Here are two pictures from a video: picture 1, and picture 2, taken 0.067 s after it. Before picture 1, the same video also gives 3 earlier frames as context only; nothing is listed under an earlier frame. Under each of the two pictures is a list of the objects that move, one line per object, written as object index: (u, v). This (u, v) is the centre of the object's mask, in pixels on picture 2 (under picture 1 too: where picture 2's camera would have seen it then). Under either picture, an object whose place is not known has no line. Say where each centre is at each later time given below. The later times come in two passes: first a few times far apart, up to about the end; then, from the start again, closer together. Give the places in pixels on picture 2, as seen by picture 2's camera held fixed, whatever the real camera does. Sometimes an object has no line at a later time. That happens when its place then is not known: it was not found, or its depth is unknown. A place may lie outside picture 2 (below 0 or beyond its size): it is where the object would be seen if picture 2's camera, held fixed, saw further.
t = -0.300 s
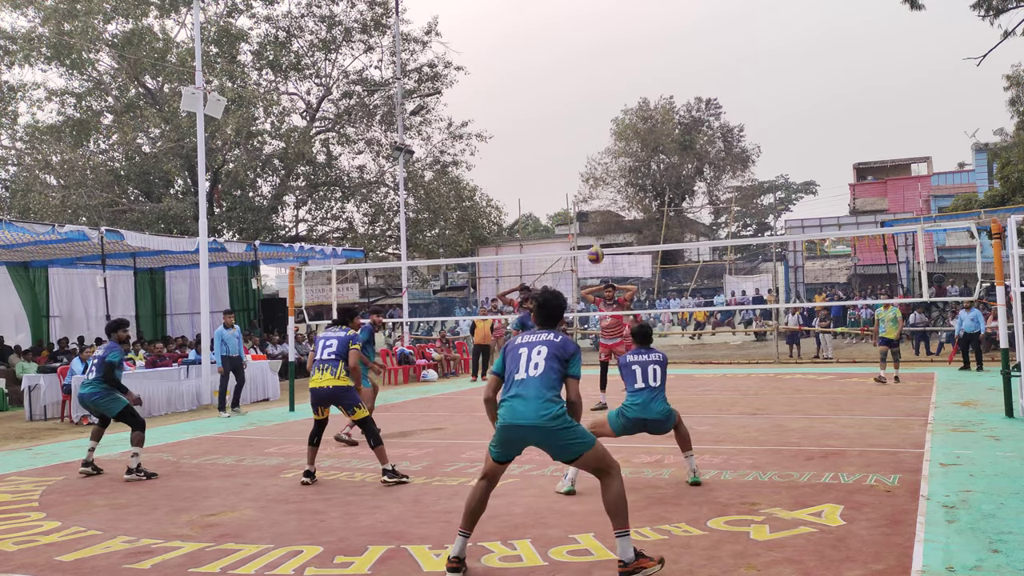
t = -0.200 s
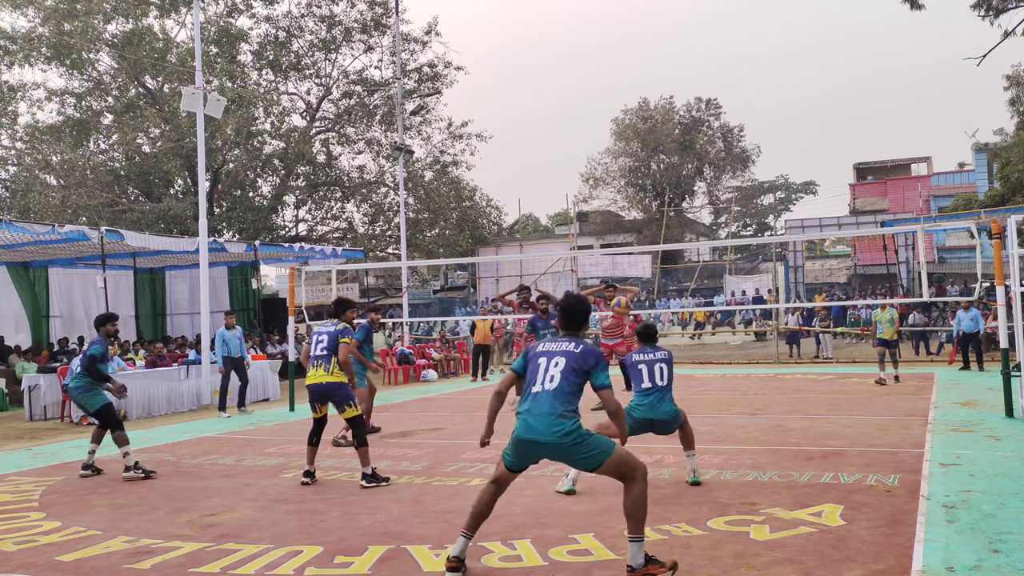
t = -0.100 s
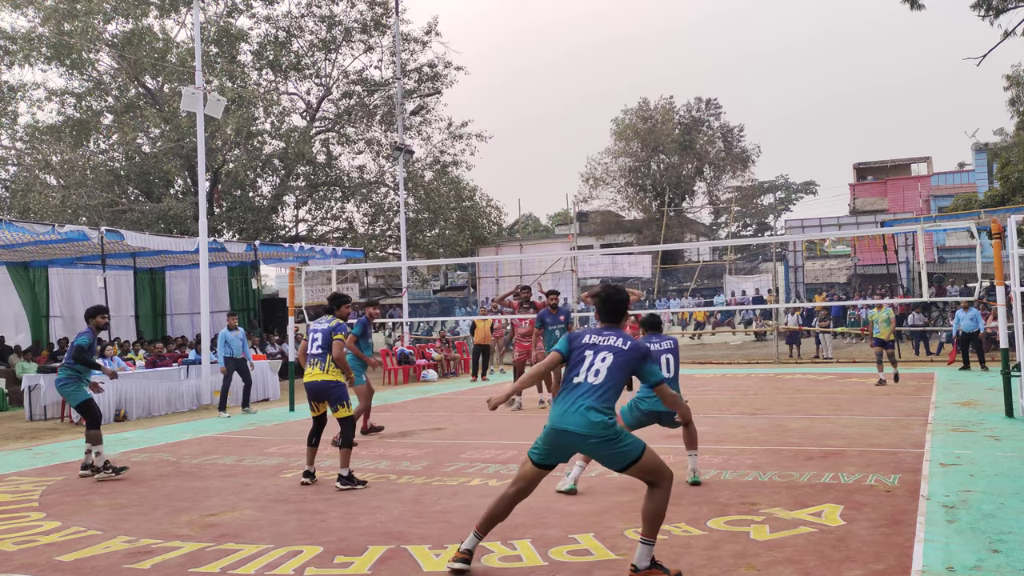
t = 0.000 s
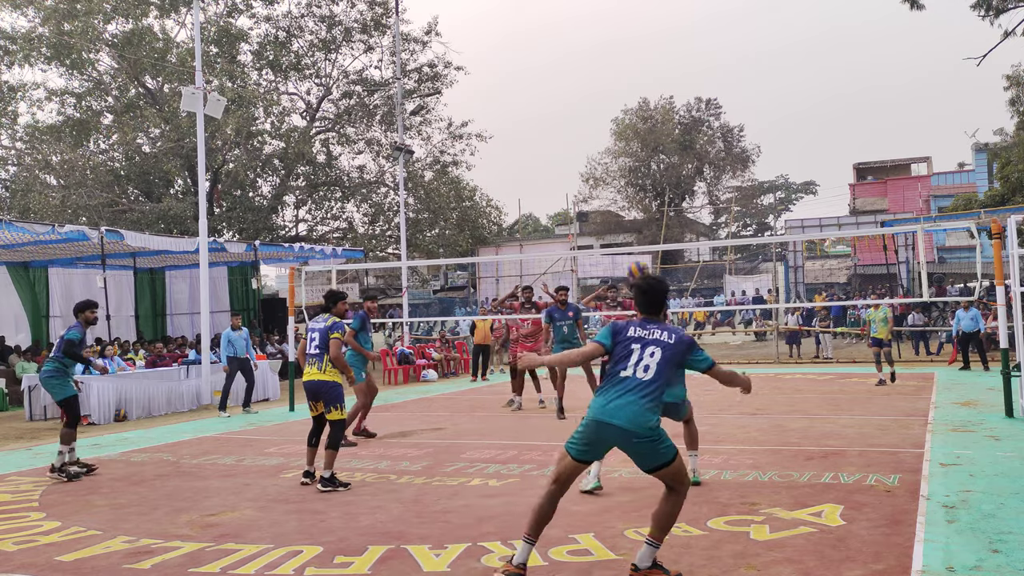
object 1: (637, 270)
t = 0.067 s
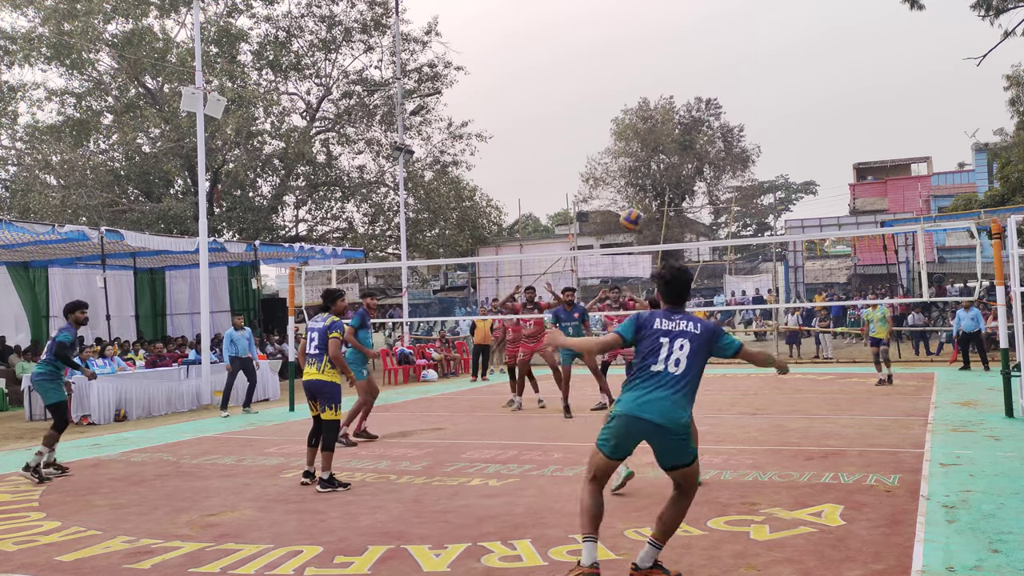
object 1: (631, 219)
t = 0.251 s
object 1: (616, 114)
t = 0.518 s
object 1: (603, 33)
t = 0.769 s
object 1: (596, 18)
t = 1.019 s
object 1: (592, 52)
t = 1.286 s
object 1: (590, 132)
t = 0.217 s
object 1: (618, 130)
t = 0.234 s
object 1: (617, 122)
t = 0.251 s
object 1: (616, 114)
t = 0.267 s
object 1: (616, 106)
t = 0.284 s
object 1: (615, 99)
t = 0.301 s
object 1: (614, 93)
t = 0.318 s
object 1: (613, 86)
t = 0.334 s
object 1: (612, 80)
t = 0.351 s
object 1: (611, 74)
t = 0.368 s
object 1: (610, 69)
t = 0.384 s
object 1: (609, 63)
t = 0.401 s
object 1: (608, 59)
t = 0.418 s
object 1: (608, 54)
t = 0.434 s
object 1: (607, 50)
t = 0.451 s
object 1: (606, 46)
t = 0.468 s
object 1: (605, 42)
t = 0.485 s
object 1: (604, 39)
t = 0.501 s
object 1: (604, 36)
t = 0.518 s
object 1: (603, 33)
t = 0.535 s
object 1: (603, 30)
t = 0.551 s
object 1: (602, 27)
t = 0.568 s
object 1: (601, 25)
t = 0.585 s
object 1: (601, 23)
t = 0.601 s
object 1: (600, 22)
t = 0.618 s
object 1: (600, 21)
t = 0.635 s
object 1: (600, 19)
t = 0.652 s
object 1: (599, 18)
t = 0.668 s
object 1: (599, 18)
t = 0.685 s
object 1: (598, 17)
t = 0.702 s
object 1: (598, 17)
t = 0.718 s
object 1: (597, 17)
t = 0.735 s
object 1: (597, 17)
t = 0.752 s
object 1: (596, 17)
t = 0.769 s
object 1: (596, 18)
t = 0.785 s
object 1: (596, 19)
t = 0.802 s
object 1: (595, 20)
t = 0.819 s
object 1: (595, 21)
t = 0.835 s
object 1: (595, 23)
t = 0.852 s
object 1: (594, 25)
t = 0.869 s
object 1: (594, 27)
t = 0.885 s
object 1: (594, 29)
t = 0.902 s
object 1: (593, 31)
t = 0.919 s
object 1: (593, 33)
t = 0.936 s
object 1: (593, 35)
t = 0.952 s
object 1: (592, 38)
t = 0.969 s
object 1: (592, 41)
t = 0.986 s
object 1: (592, 45)
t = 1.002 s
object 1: (592, 48)
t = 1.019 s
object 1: (592, 52)
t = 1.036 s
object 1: (591, 56)
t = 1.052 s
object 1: (591, 60)
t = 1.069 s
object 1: (591, 64)
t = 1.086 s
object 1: (591, 68)
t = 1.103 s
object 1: (591, 72)
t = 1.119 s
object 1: (591, 77)
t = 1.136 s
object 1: (590, 81)
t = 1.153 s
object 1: (590, 86)
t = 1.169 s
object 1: (590, 91)
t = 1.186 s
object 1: (590, 97)
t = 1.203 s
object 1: (590, 103)
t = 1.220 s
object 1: (590, 108)
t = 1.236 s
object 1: (590, 114)
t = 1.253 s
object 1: (590, 120)
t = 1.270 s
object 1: (590, 126)
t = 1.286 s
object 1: (590, 132)
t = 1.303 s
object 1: (589, 138)
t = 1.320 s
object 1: (590, 145)
